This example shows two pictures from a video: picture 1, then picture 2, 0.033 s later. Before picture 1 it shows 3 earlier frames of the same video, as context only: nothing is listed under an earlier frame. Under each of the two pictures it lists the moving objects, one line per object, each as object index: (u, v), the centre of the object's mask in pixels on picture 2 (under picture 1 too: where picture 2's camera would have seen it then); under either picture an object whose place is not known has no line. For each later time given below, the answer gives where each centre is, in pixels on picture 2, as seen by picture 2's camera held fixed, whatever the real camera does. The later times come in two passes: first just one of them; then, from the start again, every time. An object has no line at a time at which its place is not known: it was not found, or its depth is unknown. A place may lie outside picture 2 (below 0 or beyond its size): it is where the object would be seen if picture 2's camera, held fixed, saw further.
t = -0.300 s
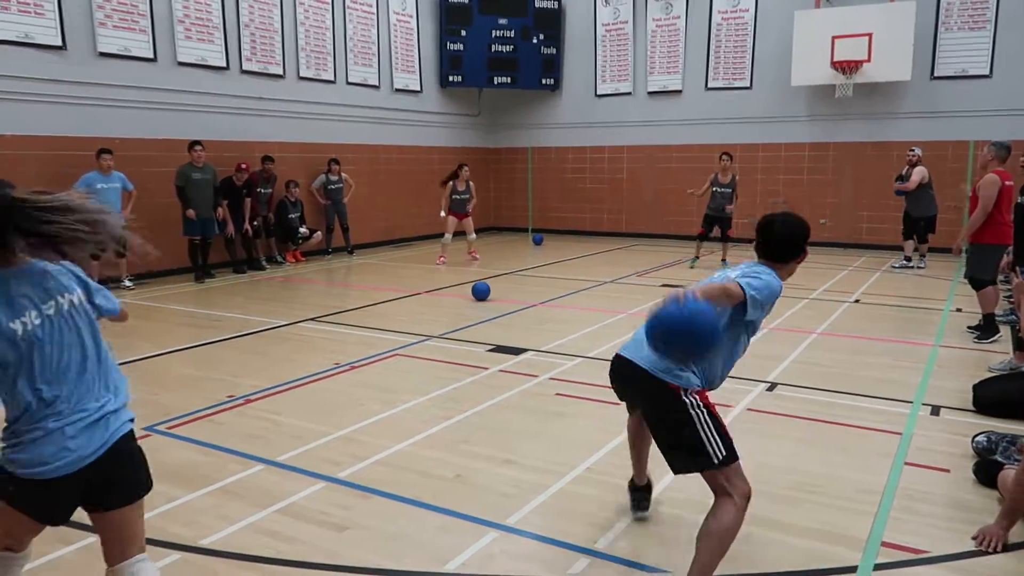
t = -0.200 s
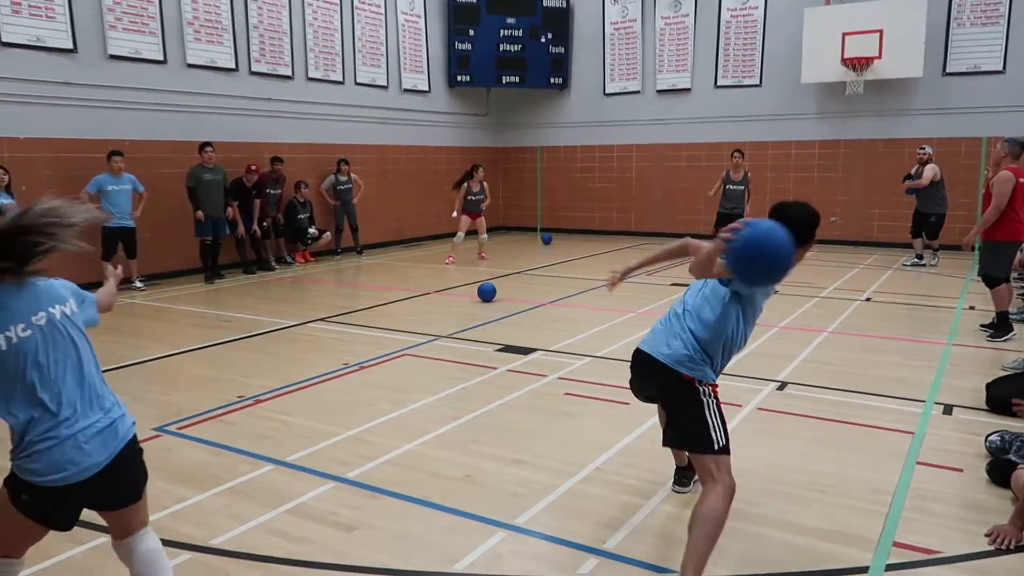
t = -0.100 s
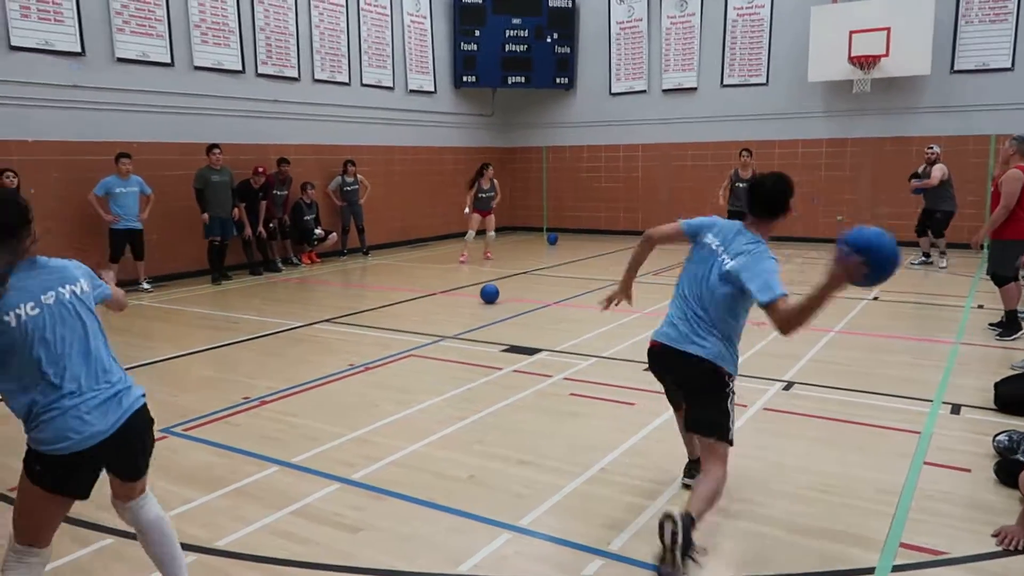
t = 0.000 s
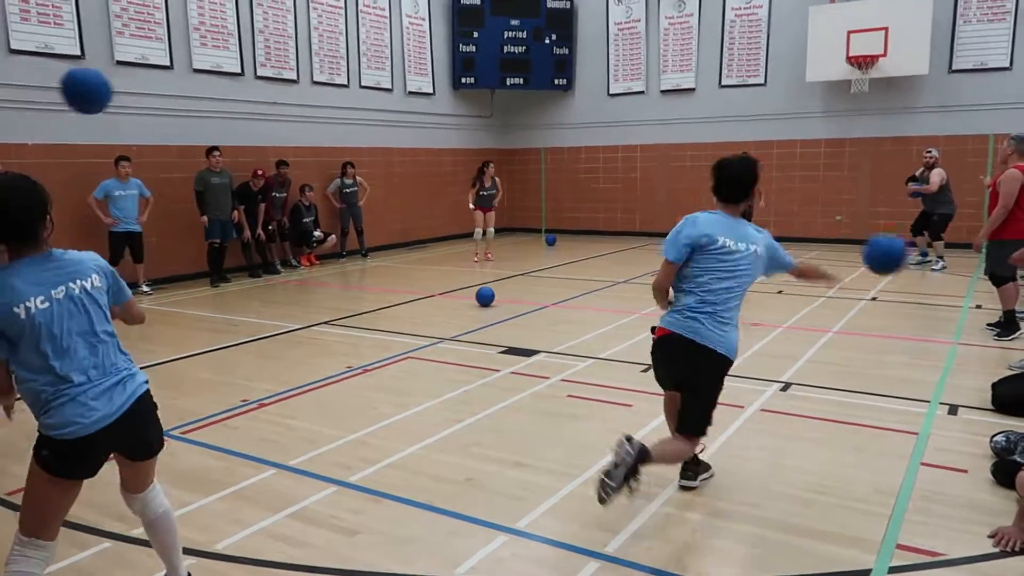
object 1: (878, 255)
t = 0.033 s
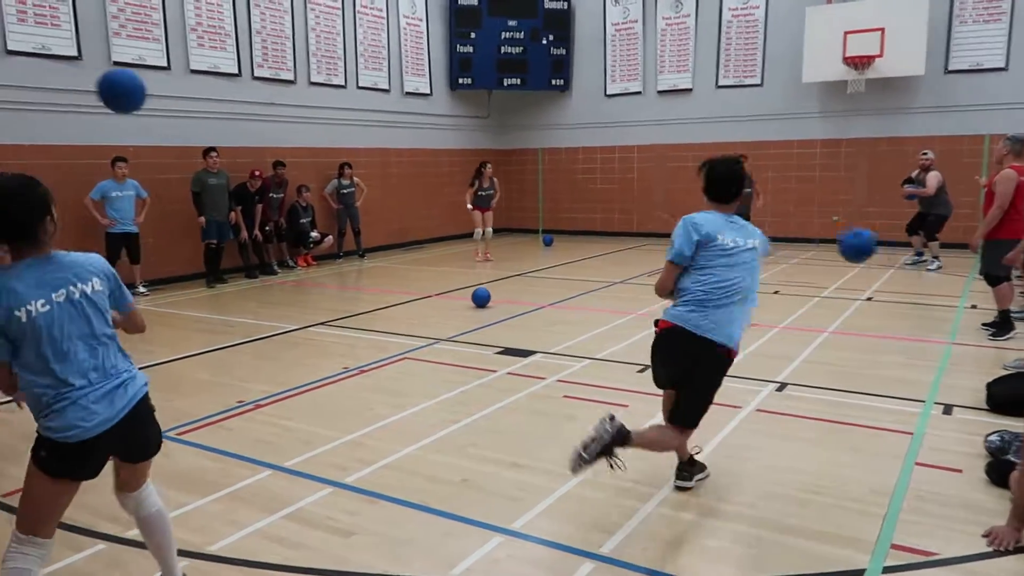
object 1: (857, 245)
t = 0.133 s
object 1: (816, 231)
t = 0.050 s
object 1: (849, 241)
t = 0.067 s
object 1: (841, 238)
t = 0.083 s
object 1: (835, 235)
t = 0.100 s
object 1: (827, 234)
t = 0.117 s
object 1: (821, 232)
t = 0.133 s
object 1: (816, 231)
